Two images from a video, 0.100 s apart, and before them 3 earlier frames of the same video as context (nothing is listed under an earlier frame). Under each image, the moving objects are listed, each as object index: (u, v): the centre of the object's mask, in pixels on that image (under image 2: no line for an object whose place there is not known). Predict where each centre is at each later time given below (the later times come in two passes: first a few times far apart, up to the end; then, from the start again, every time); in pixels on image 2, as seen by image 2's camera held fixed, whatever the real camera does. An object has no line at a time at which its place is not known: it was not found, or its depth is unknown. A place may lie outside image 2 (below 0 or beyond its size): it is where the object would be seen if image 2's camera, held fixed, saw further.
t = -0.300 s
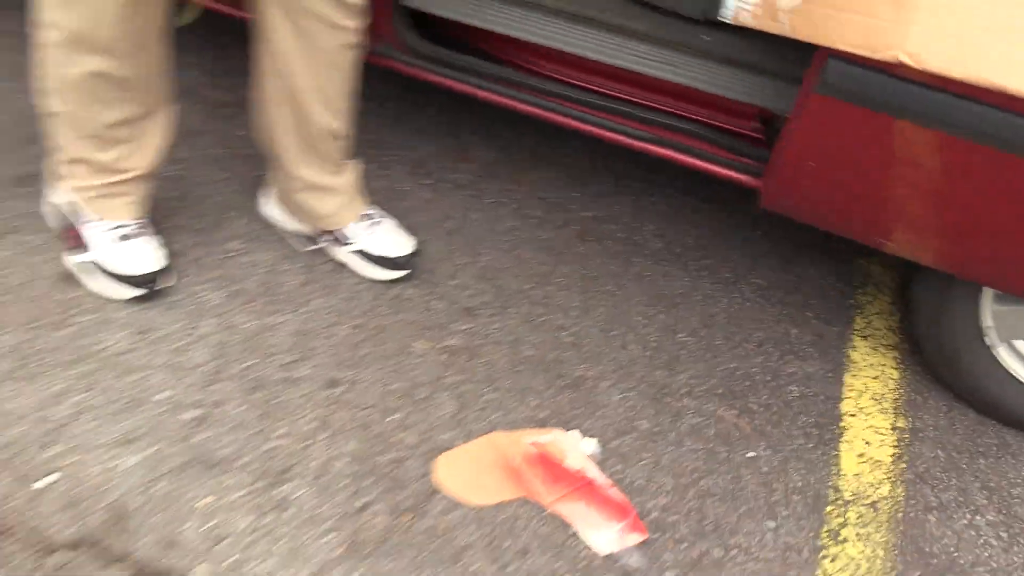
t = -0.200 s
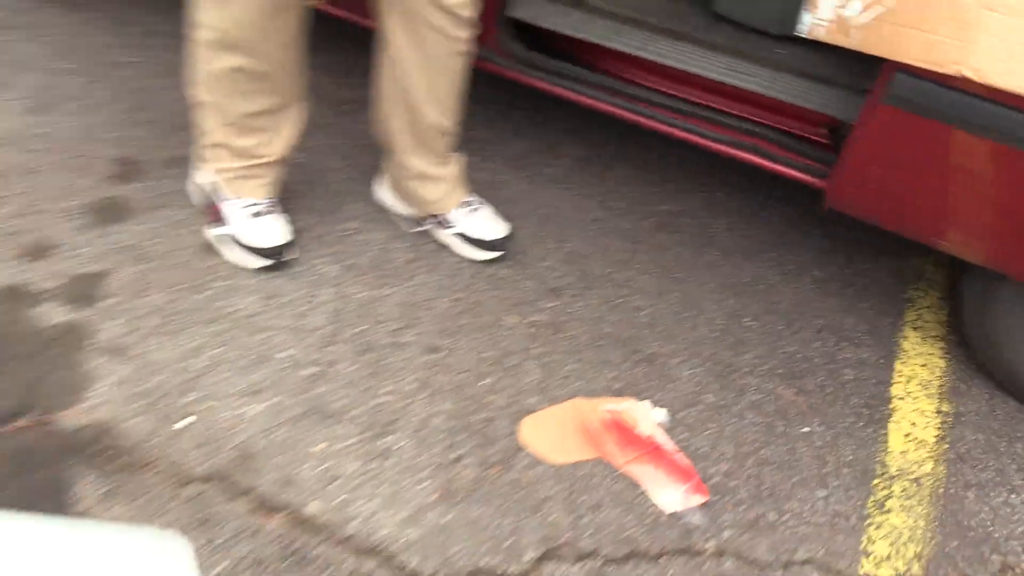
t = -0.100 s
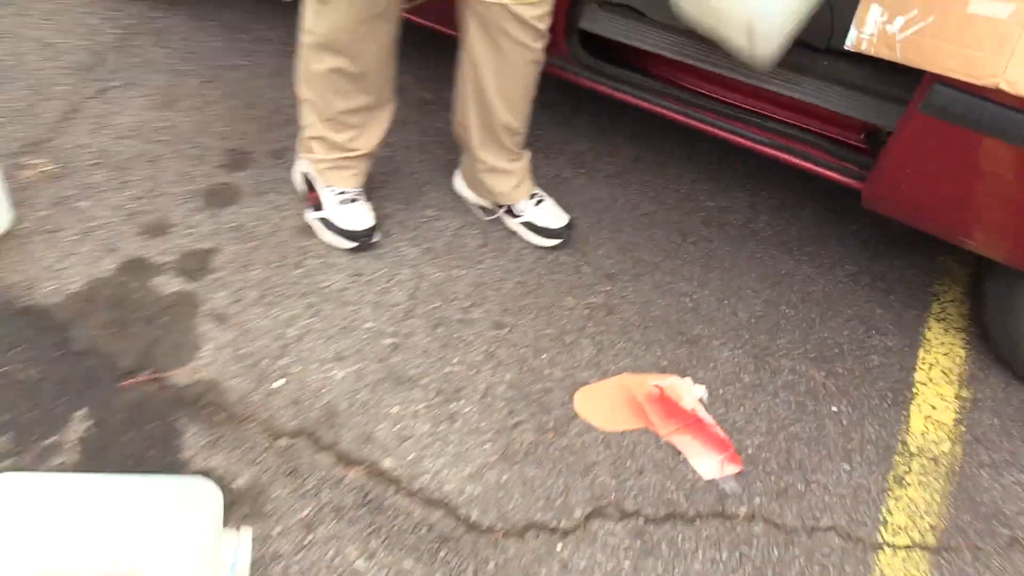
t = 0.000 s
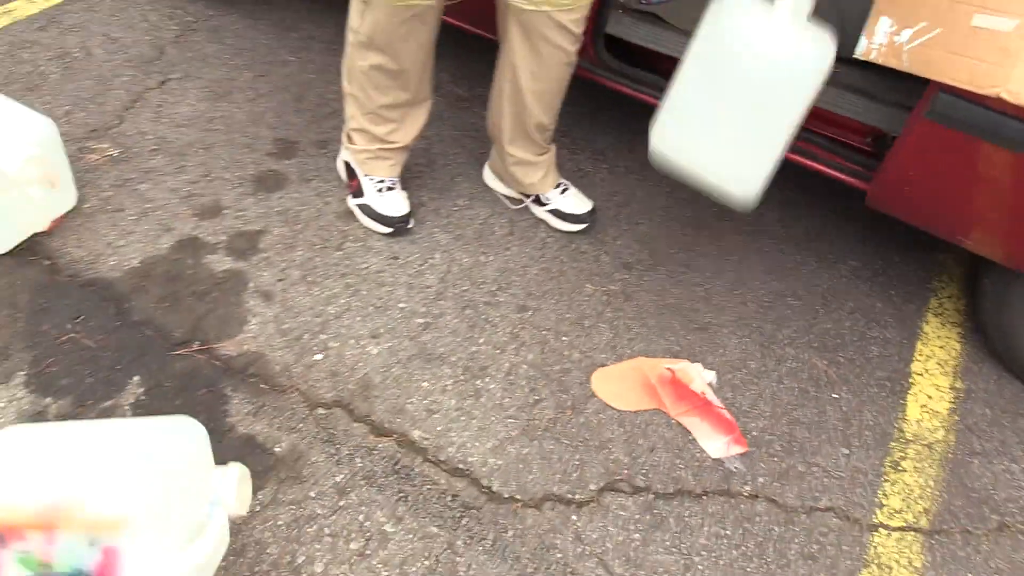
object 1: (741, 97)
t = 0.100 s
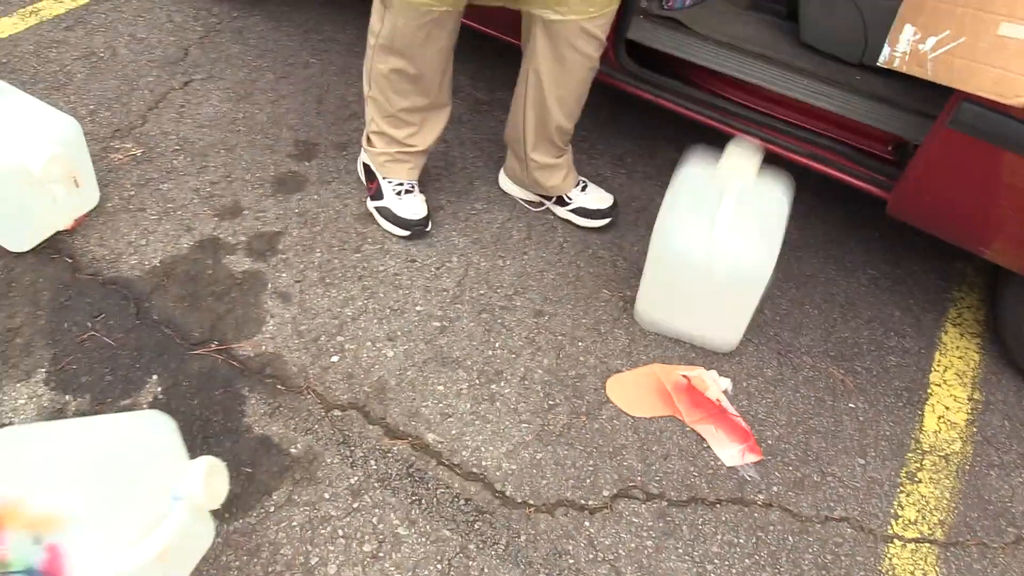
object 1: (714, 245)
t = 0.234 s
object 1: (766, 243)
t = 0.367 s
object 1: (793, 284)
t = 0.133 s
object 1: (727, 249)
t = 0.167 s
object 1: (742, 243)
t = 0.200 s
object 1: (755, 241)
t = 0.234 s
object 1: (766, 243)
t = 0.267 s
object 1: (775, 248)
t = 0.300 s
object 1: (782, 257)
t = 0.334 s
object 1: (789, 269)
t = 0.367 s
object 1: (793, 284)
